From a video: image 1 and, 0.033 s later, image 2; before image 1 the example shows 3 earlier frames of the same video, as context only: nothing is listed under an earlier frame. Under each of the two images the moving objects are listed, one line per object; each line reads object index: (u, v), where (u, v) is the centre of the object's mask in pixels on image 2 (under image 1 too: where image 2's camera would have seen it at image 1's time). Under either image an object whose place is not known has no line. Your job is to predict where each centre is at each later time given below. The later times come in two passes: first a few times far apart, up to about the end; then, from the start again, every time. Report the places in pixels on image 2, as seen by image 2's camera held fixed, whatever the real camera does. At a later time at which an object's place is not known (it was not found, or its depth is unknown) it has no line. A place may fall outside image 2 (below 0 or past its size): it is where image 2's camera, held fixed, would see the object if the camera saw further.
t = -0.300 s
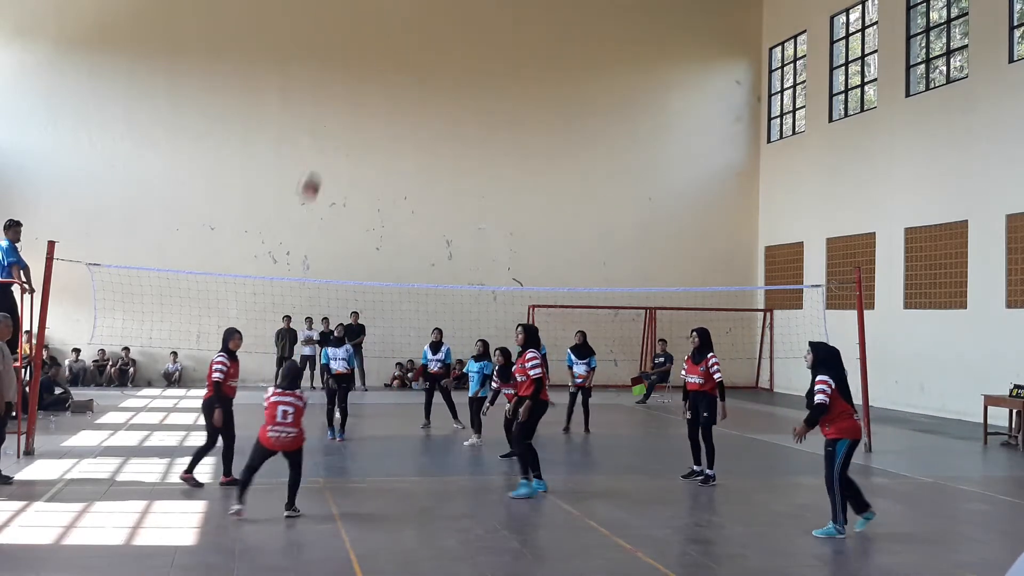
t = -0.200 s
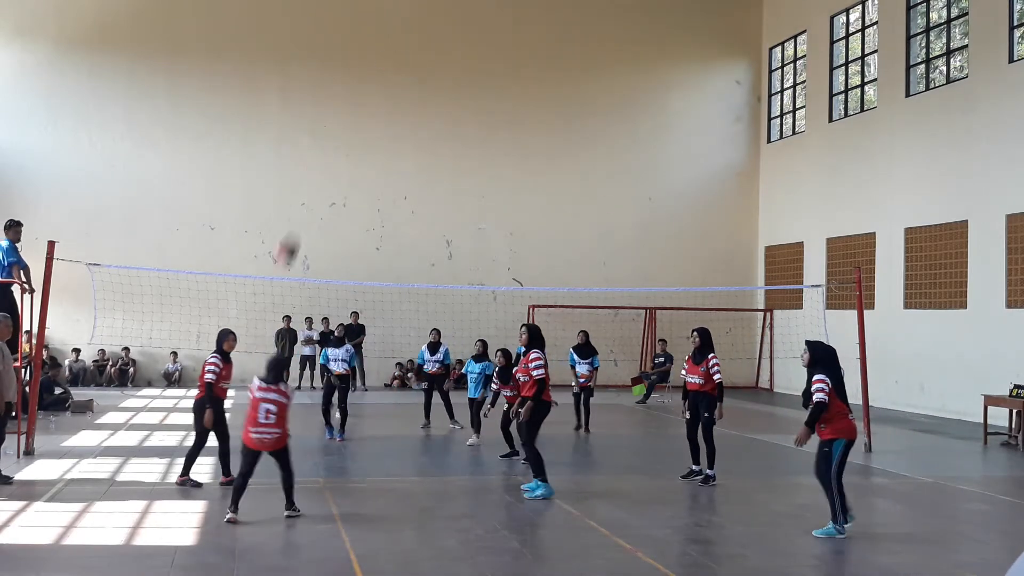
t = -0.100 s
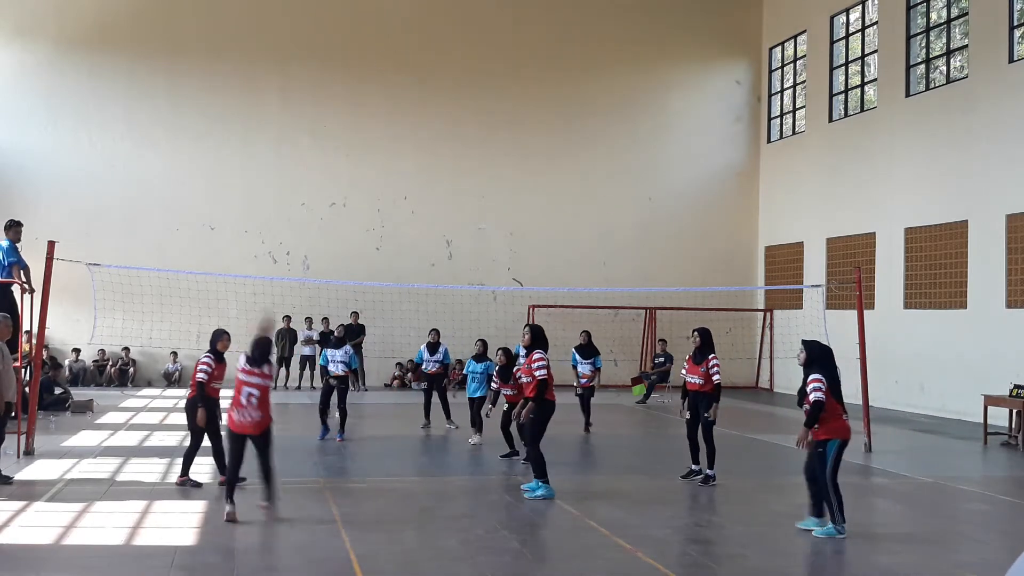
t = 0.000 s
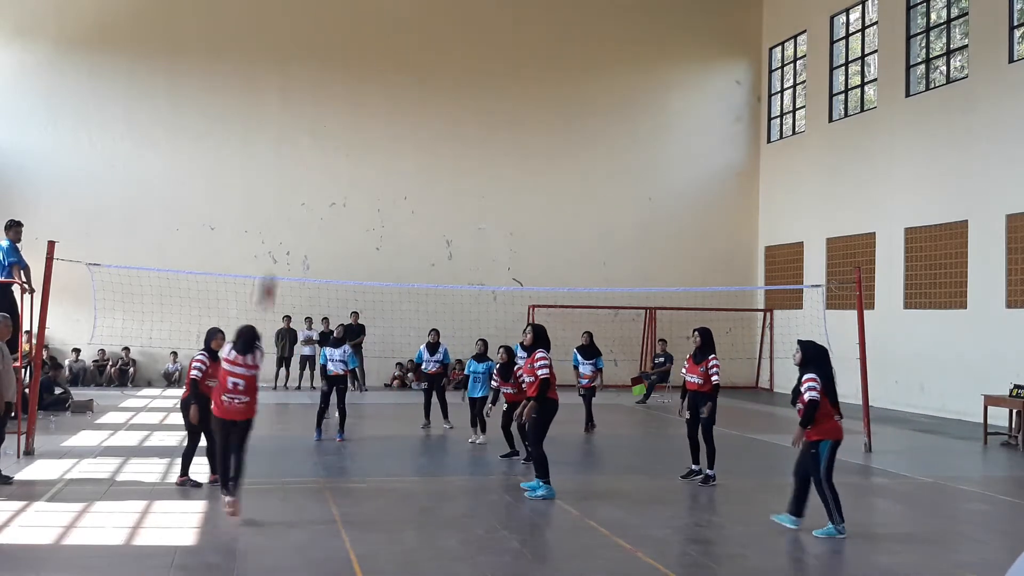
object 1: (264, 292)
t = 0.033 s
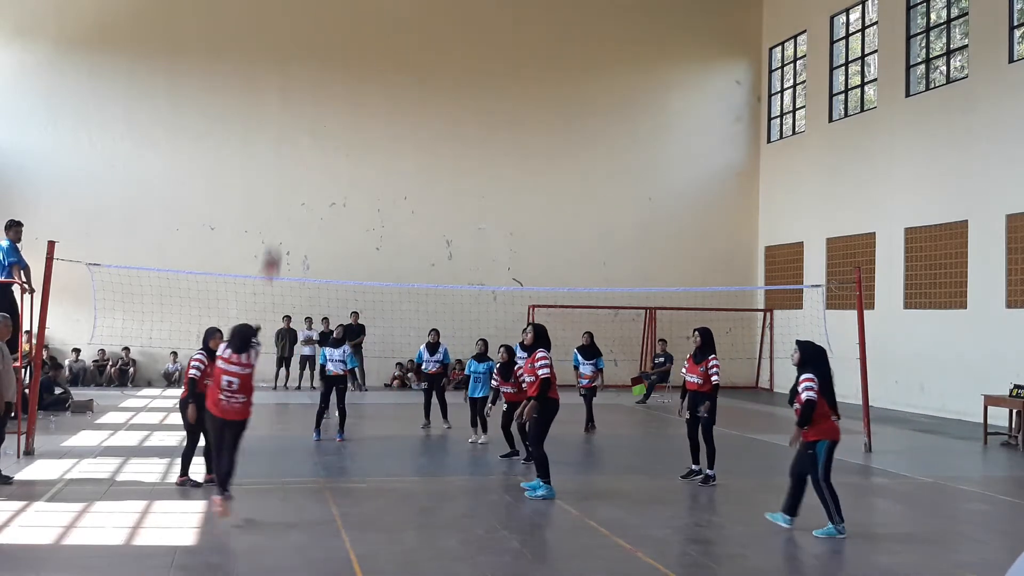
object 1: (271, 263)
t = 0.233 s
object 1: (294, 132)
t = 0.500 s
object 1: (322, 35)
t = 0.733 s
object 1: (345, 17)
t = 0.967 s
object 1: (365, 55)
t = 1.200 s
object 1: (383, 146)
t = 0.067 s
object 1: (275, 238)
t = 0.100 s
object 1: (280, 213)
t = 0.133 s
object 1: (285, 190)
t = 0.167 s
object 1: (286, 170)
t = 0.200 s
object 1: (290, 150)
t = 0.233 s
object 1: (294, 132)
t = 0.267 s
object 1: (297, 115)
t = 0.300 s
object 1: (301, 100)
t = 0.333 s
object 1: (305, 87)
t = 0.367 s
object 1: (308, 74)
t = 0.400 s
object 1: (312, 62)
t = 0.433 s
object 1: (316, 51)
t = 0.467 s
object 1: (319, 43)
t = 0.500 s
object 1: (322, 35)
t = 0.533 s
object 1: (326, 29)
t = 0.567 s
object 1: (329, 24)
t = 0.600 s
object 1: (332, 20)
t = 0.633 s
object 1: (336, 17)
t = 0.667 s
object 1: (338, 16)
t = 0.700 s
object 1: (341, 16)
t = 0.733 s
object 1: (345, 17)
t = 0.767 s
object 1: (348, 19)
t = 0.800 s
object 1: (350, 23)
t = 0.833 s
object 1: (354, 27)
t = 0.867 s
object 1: (356, 32)
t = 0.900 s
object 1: (359, 38)
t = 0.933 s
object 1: (362, 46)
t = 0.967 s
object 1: (365, 55)
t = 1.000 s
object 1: (368, 65)
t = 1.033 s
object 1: (370, 75)
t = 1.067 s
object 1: (372, 88)
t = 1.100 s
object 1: (375, 100)
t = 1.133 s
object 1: (377, 115)
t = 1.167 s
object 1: (380, 130)
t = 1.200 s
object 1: (383, 146)
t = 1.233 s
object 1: (385, 163)
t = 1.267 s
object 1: (387, 179)
